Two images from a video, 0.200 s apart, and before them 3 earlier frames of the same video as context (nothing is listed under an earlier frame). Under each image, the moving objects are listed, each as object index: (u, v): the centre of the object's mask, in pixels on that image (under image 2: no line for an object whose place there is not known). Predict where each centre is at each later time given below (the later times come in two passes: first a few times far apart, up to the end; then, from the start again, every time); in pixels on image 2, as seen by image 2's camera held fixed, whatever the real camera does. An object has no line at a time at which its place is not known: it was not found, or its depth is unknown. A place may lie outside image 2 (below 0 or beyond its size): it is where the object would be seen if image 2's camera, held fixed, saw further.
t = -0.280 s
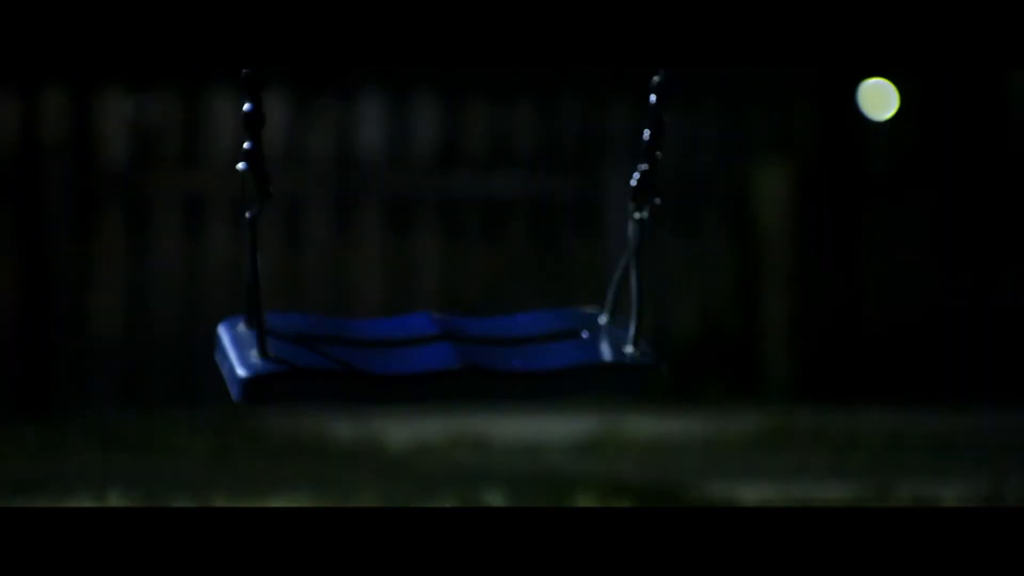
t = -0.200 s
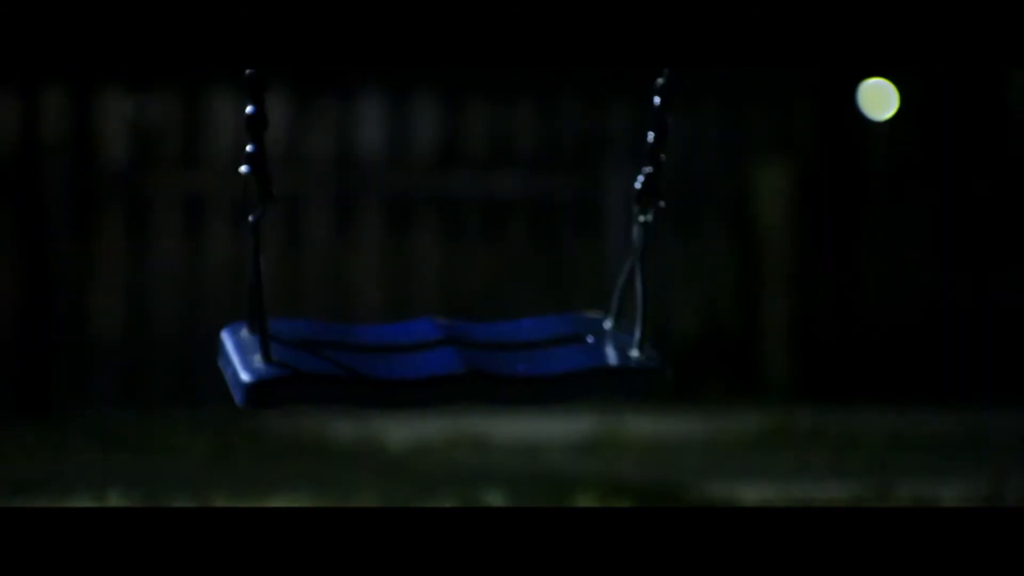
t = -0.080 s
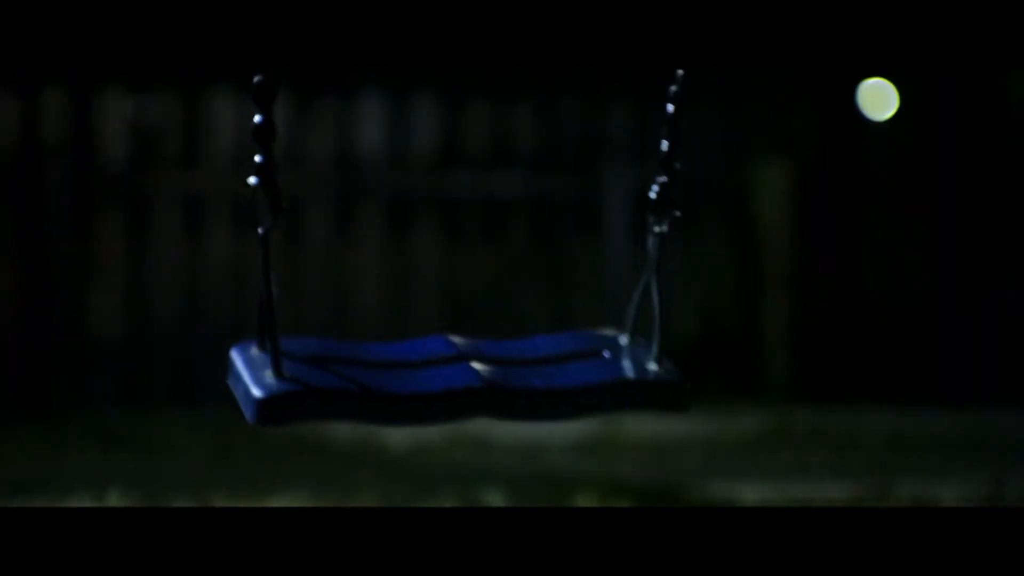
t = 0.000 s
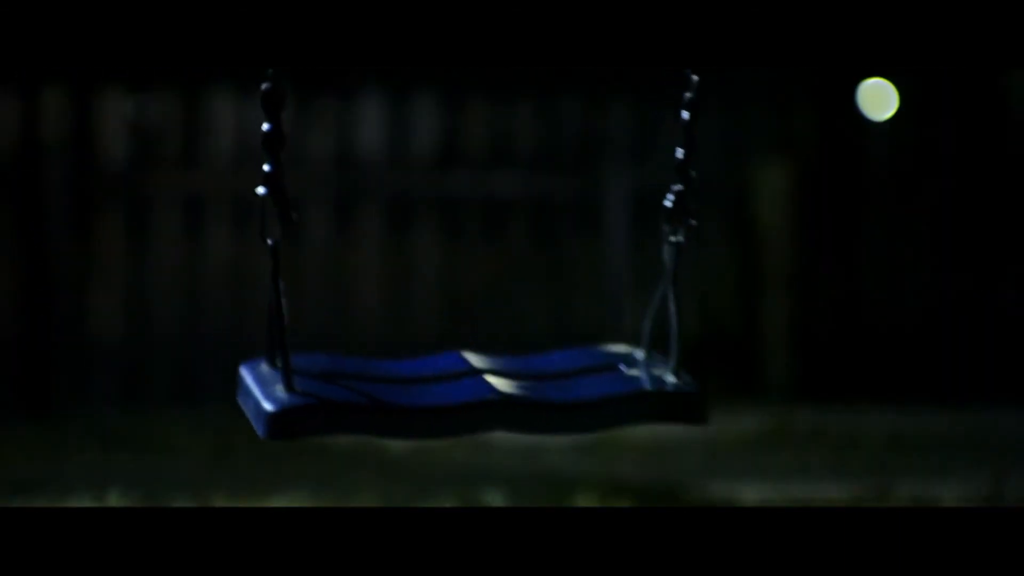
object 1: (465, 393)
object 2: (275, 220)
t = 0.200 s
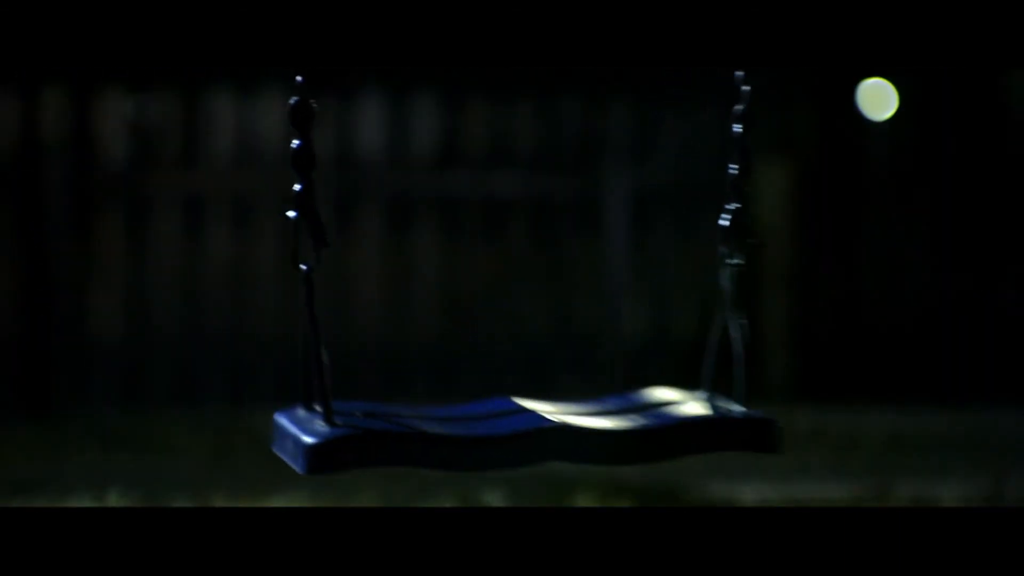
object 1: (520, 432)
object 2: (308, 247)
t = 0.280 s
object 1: (548, 444)
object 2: (324, 254)
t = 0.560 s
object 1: (640, 449)
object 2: (380, 253)
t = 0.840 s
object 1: (696, 433)
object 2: (420, 247)
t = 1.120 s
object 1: (656, 445)
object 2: (394, 240)
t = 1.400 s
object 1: (566, 451)
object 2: (337, 258)
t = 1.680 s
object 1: (478, 410)
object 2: (282, 228)
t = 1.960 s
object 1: (428, 366)
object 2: (251, 202)
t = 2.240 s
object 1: (429, 372)
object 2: (250, 208)
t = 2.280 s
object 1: (435, 378)
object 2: (254, 209)
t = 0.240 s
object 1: (533, 439)
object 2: (316, 249)
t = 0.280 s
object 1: (548, 444)
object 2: (324, 254)
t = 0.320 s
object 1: (560, 448)
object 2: (332, 261)
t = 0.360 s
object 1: (575, 451)
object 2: (340, 263)
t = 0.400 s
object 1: (588, 453)
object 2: (348, 261)
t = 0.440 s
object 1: (601, 453)
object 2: (355, 260)
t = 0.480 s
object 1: (615, 452)
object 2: (365, 262)
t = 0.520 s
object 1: (627, 451)
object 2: (372, 259)
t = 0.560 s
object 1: (640, 449)
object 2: (380, 253)
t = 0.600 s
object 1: (652, 447)
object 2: (388, 249)
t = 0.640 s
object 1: (662, 444)
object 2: (395, 243)
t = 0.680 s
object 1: (671, 442)
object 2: (401, 242)
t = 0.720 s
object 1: (676, 439)
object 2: (406, 246)
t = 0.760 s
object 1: (680, 437)
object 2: (410, 243)
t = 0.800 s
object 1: (688, 435)
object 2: (414, 251)
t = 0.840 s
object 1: (696, 433)
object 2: (420, 247)
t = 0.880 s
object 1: (697, 433)
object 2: (420, 244)
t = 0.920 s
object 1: (697, 433)
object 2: (420, 241)
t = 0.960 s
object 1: (694, 434)
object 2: (418, 244)
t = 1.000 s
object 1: (684, 436)
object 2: (412, 244)
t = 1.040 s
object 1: (677, 438)
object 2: (407, 247)
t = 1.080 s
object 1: (667, 441)
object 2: (401, 241)
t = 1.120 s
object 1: (656, 445)
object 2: (394, 240)
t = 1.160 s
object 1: (647, 447)
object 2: (388, 245)
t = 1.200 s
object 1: (636, 450)
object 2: (380, 250)
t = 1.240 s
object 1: (623, 452)
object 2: (371, 254)
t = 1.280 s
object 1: (610, 452)
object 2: (363, 257)
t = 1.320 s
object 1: (595, 453)
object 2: (354, 256)
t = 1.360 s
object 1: (580, 453)
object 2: (345, 256)
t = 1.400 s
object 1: (566, 451)
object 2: (337, 258)
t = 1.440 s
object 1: (551, 447)
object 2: (328, 254)
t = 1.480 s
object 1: (537, 443)
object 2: (319, 255)
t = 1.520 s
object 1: (524, 437)
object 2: (311, 249)
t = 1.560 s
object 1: (511, 431)
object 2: (303, 245)
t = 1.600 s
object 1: (500, 424)
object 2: (296, 240)
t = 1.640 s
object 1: (488, 417)
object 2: (288, 235)
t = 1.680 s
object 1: (478, 410)
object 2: (282, 228)
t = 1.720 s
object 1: (469, 402)
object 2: (275, 222)
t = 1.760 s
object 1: (461, 394)
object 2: (270, 219)
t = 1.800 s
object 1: (453, 388)
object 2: (265, 217)
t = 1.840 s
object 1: (445, 381)
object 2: (260, 216)
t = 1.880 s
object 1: (439, 375)
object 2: (256, 211)
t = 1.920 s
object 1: (432, 370)
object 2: (254, 206)
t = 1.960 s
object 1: (428, 366)
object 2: (251, 202)
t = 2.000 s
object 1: (427, 363)
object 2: (249, 200)
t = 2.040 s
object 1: (425, 362)
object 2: (248, 200)
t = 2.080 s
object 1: (425, 362)
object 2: (247, 202)
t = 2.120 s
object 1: (425, 363)
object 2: (246, 202)
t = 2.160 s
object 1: (426, 364)
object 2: (247, 203)
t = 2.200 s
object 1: (426, 367)
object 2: (249, 203)
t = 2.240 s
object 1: (429, 372)
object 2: (250, 208)
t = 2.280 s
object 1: (435, 378)
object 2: (254, 209)
